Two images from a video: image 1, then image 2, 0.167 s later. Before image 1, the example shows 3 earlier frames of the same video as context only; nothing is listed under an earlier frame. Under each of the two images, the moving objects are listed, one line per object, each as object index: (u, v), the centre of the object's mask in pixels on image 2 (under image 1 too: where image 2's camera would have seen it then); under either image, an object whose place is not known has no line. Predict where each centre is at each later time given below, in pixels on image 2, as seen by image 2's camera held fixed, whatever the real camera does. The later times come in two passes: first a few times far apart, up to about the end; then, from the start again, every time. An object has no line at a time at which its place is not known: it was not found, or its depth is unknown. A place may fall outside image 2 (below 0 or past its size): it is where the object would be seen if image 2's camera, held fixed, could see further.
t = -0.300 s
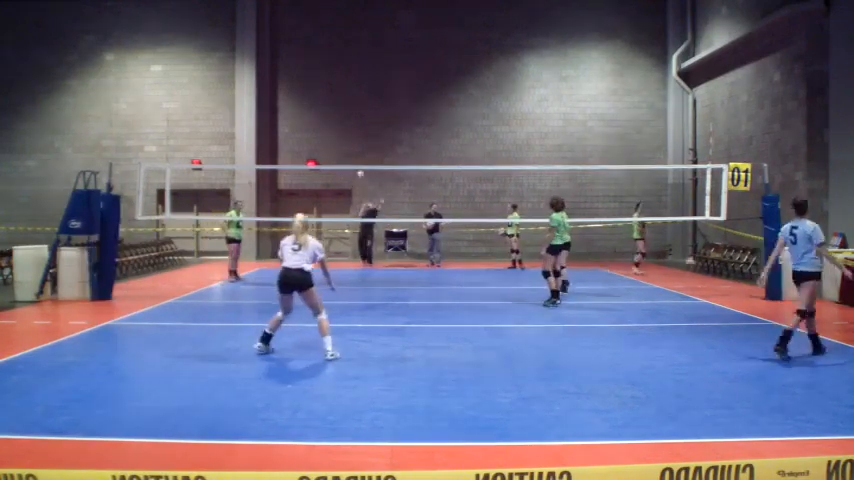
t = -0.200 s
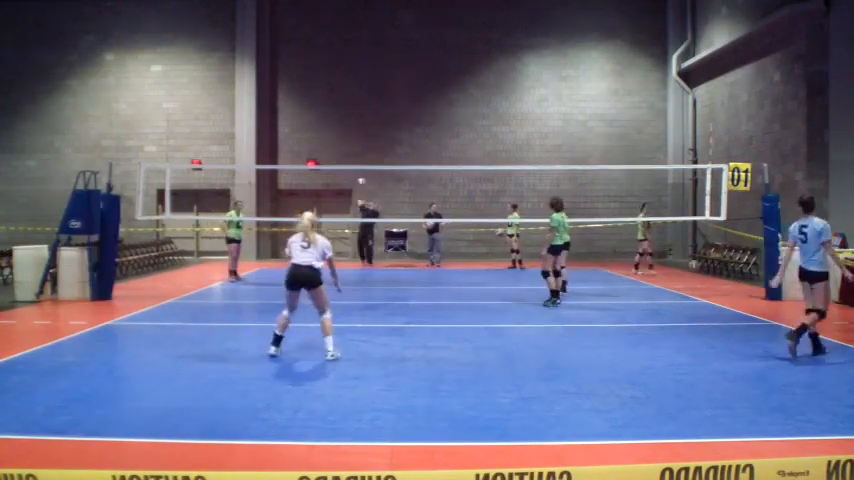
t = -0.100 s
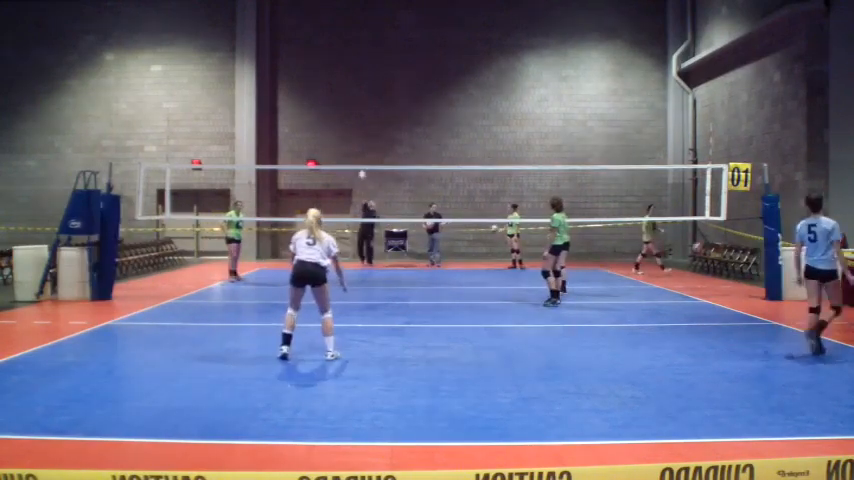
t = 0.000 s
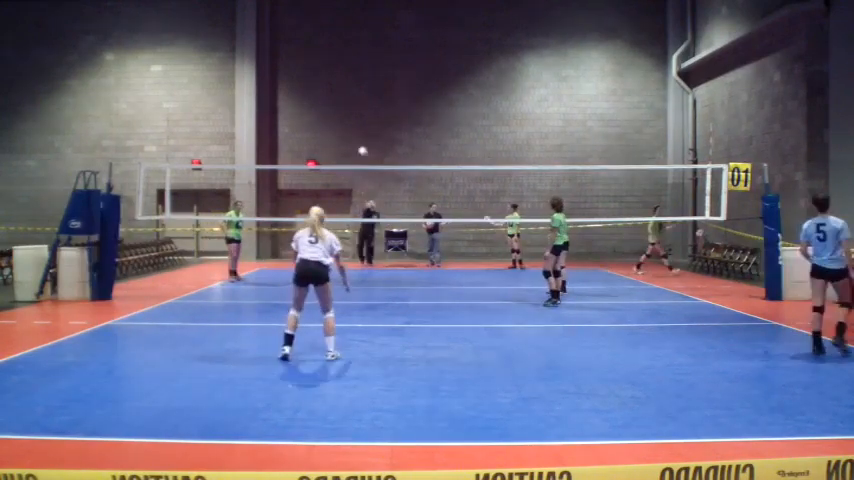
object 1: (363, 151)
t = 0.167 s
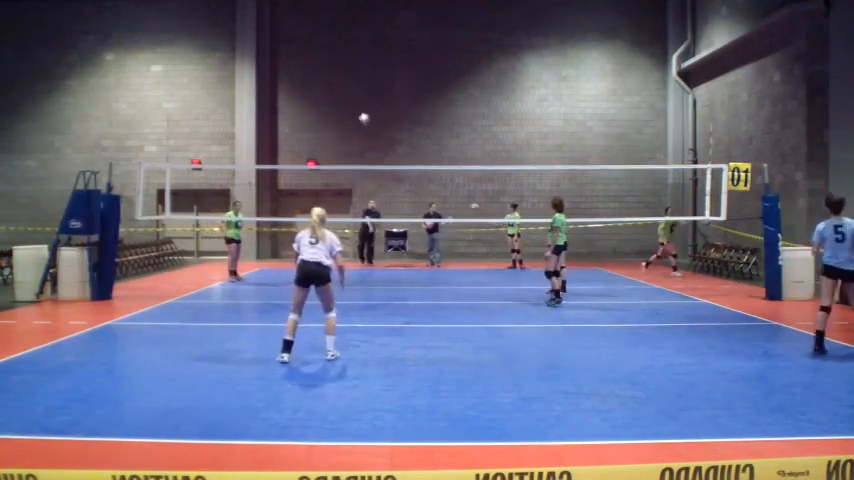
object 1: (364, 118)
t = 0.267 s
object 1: (364, 103)
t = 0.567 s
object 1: (365, 81)
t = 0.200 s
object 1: (364, 112)
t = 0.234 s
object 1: (364, 107)
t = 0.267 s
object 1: (364, 103)
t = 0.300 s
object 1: (364, 98)
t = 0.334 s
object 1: (365, 94)
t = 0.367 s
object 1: (365, 90)
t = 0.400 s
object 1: (365, 88)
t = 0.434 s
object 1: (365, 86)
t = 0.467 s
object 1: (365, 84)
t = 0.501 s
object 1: (365, 82)
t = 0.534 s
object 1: (365, 81)
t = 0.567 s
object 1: (365, 81)
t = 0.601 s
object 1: (365, 81)
